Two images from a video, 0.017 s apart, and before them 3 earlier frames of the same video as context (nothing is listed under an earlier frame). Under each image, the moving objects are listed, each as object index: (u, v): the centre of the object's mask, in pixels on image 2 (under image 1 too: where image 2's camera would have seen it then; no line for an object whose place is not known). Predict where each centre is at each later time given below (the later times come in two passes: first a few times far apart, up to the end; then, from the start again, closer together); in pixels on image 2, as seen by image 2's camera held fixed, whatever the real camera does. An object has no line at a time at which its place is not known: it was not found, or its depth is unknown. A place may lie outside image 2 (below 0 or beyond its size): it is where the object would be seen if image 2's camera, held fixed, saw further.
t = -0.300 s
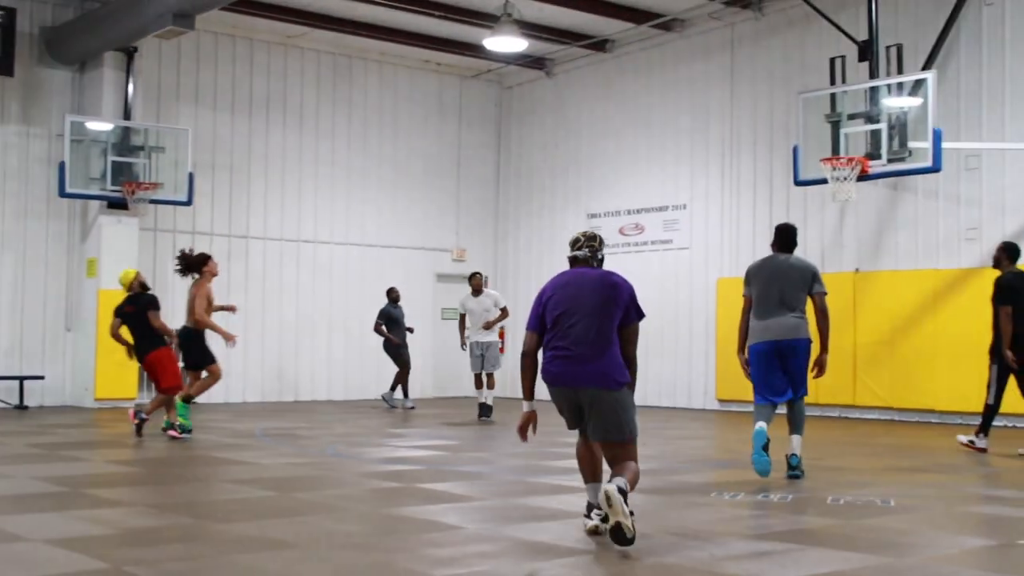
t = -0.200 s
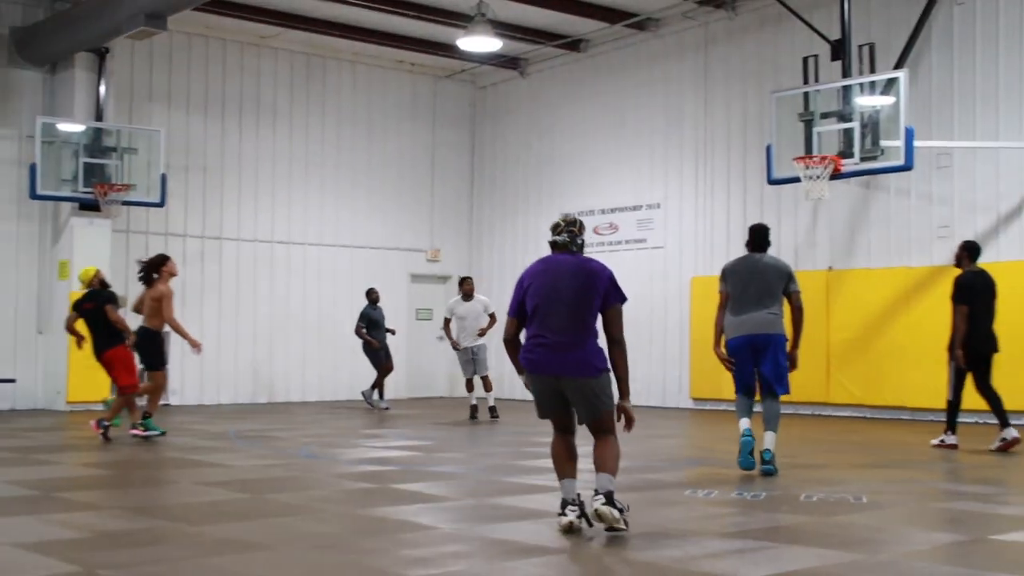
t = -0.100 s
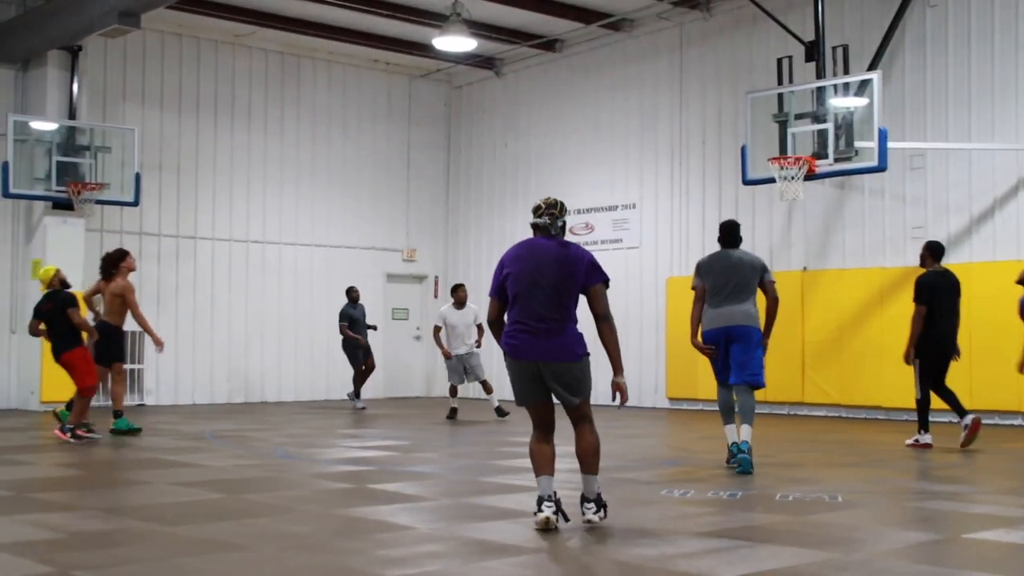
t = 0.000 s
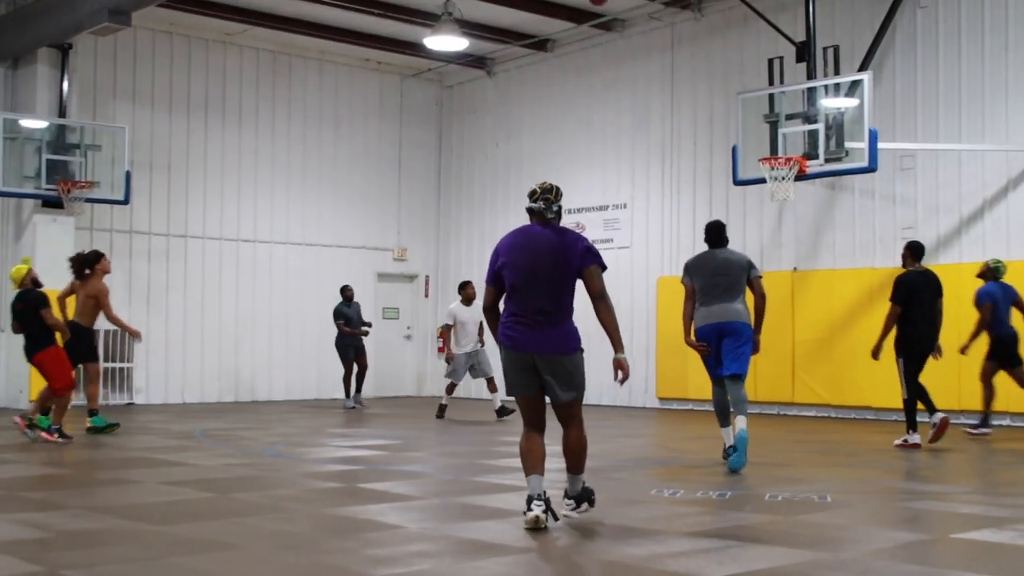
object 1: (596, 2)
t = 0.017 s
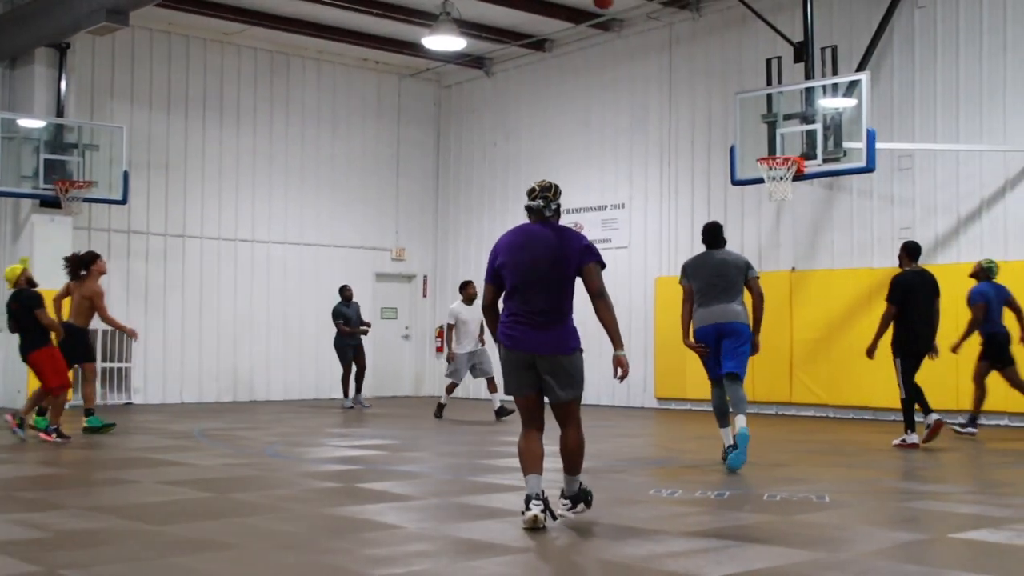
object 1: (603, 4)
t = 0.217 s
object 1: (681, 62)
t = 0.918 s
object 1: (774, 79)
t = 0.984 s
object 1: (770, 84)
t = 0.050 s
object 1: (616, 8)
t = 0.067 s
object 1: (622, 11)
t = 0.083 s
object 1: (629, 15)
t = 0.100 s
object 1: (636, 21)
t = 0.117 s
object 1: (642, 25)
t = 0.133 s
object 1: (649, 30)
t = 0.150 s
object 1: (655, 37)
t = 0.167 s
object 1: (662, 43)
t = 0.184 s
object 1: (668, 50)
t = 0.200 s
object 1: (675, 56)
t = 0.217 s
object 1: (681, 62)
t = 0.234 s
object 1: (688, 69)
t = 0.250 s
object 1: (694, 75)
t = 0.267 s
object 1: (700, 82)
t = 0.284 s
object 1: (706, 90)
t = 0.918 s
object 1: (774, 79)
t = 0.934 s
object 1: (773, 80)
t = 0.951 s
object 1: (772, 81)
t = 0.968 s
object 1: (771, 82)
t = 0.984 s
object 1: (770, 84)
